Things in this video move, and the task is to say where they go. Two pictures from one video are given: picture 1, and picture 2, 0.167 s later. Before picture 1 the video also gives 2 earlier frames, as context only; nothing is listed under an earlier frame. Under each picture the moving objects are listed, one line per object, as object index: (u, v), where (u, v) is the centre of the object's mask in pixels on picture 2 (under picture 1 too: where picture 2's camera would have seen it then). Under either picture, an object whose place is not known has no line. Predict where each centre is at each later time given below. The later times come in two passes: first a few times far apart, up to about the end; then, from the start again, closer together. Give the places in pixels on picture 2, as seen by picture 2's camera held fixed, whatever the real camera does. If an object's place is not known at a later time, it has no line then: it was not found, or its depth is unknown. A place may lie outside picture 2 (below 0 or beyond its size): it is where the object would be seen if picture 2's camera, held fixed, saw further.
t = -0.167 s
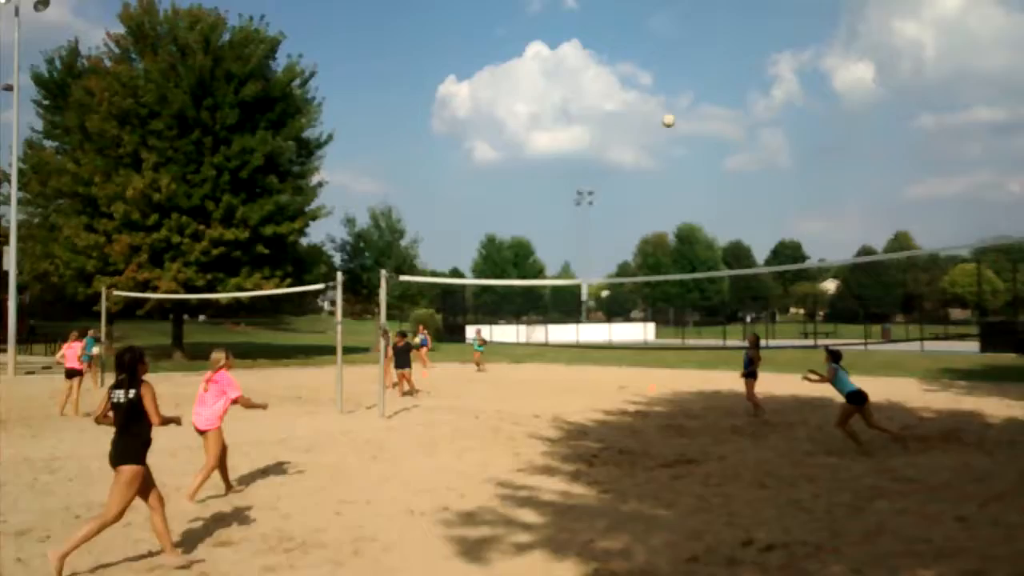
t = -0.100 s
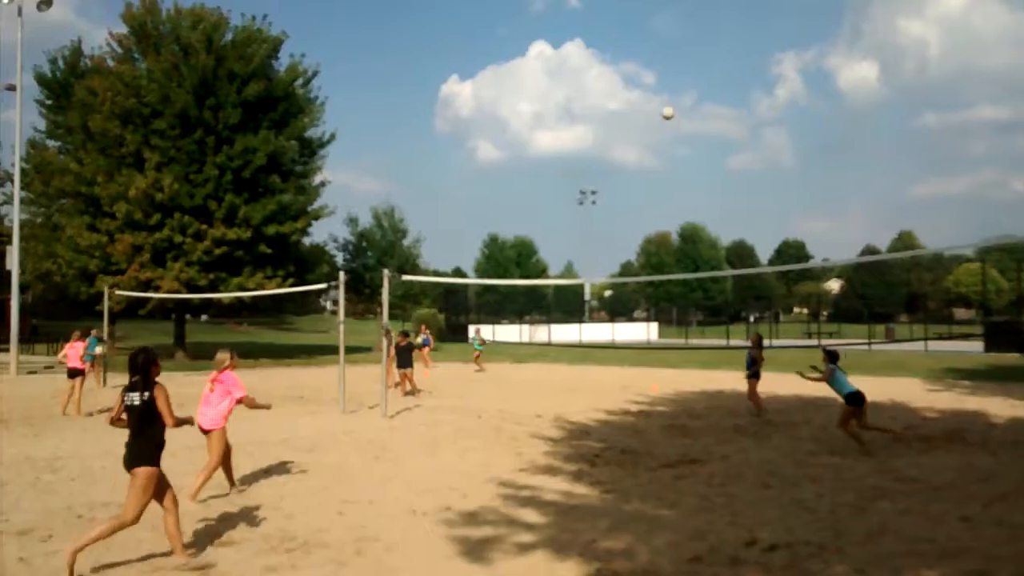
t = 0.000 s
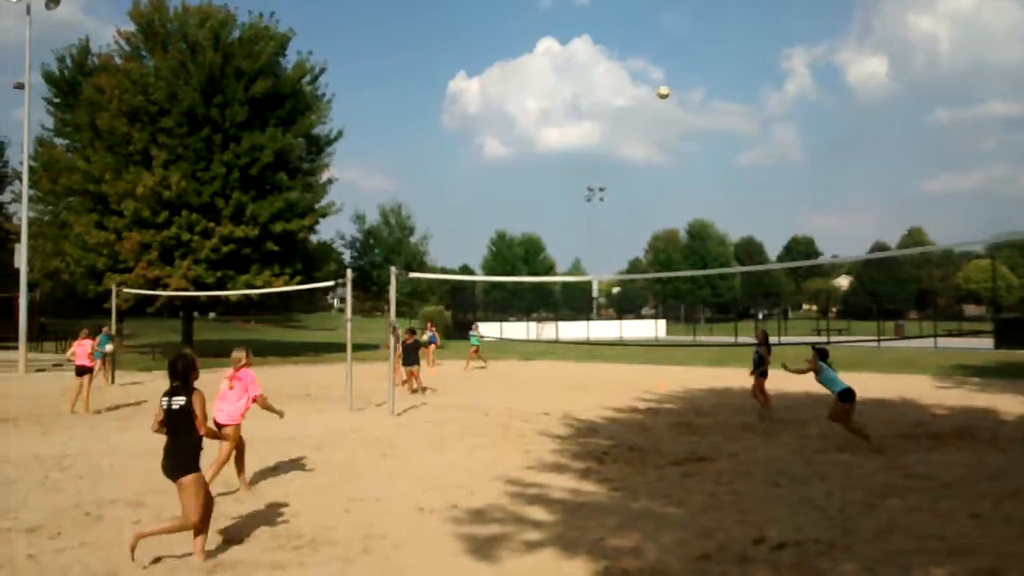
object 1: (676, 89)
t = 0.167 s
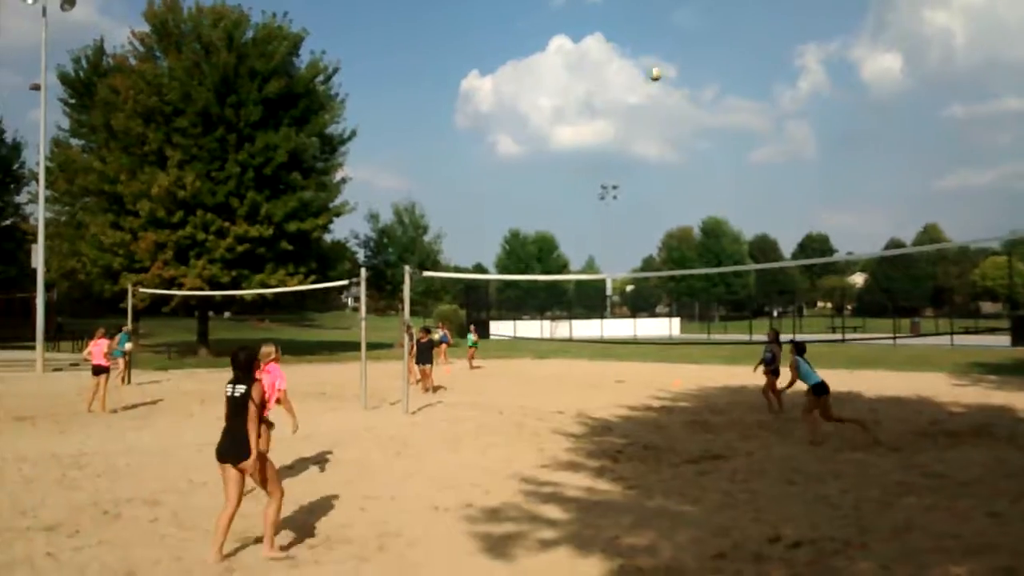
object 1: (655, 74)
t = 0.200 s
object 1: (651, 73)
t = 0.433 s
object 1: (621, 83)
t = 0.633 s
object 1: (597, 119)
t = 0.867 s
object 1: (568, 190)
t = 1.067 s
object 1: (542, 276)
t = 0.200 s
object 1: (651, 73)
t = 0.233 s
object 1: (647, 73)
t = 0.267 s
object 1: (643, 73)
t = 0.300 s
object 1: (638, 74)
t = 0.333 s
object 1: (634, 75)
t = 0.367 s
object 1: (629, 76)
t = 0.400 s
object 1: (625, 79)
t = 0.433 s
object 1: (621, 83)
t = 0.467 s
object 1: (616, 87)
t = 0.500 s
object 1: (612, 94)
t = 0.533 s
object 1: (608, 98)
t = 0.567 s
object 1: (605, 105)
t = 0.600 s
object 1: (601, 111)
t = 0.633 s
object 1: (597, 119)
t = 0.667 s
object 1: (593, 127)
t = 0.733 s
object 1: (584, 146)
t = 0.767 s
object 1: (581, 155)
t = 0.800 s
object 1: (576, 167)
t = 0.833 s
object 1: (571, 178)
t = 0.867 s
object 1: (568, 190)
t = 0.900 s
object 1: (563, 203)
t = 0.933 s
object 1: (559, 216)
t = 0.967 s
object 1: (554, 230)
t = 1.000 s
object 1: (550, 244)
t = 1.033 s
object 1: (546, 259)
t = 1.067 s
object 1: (542, 276)
